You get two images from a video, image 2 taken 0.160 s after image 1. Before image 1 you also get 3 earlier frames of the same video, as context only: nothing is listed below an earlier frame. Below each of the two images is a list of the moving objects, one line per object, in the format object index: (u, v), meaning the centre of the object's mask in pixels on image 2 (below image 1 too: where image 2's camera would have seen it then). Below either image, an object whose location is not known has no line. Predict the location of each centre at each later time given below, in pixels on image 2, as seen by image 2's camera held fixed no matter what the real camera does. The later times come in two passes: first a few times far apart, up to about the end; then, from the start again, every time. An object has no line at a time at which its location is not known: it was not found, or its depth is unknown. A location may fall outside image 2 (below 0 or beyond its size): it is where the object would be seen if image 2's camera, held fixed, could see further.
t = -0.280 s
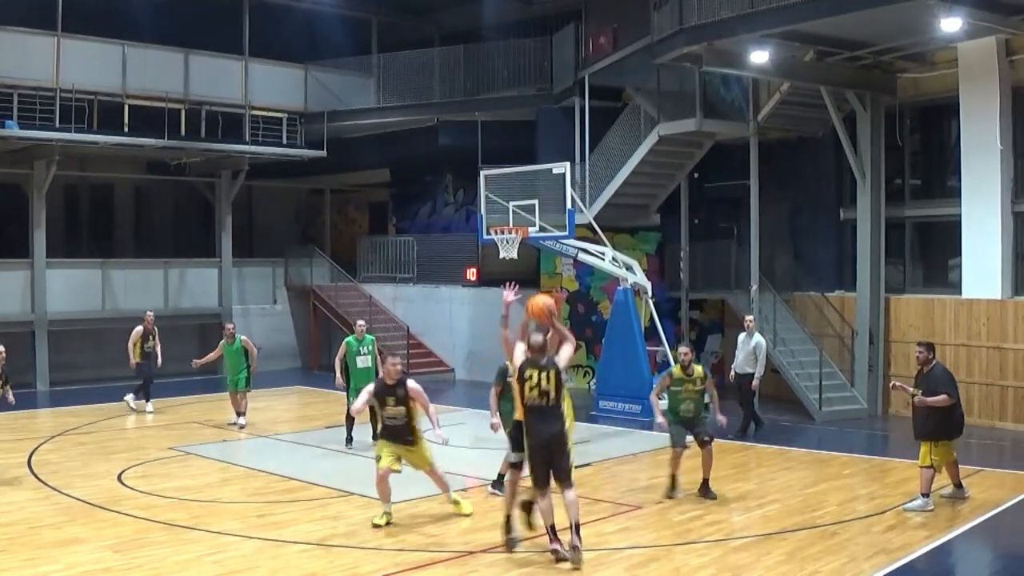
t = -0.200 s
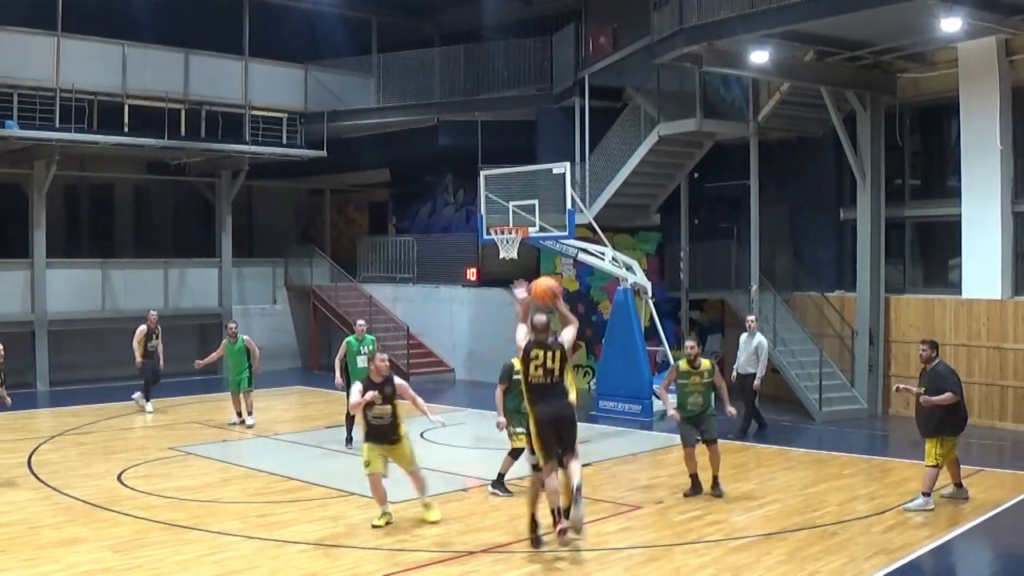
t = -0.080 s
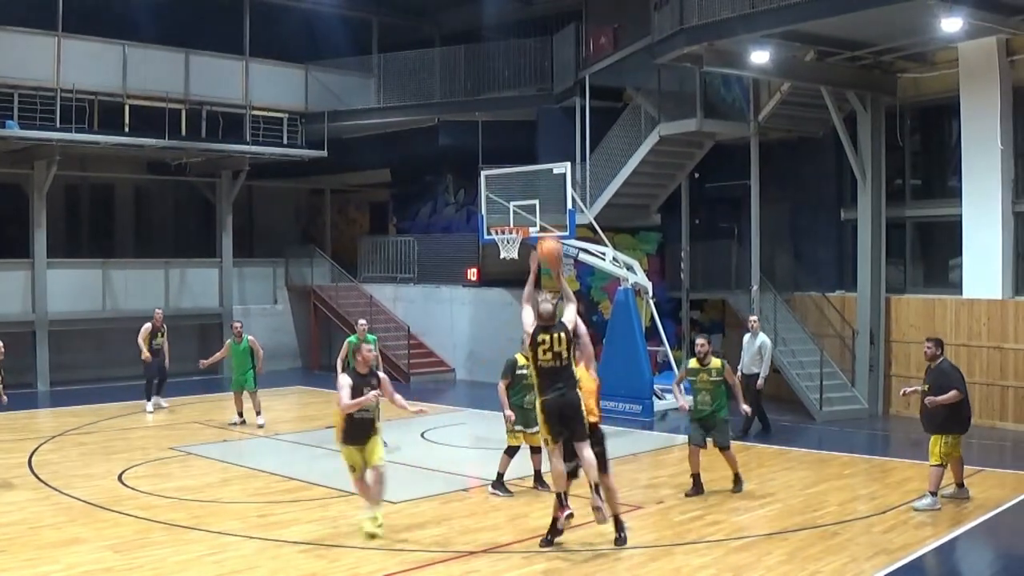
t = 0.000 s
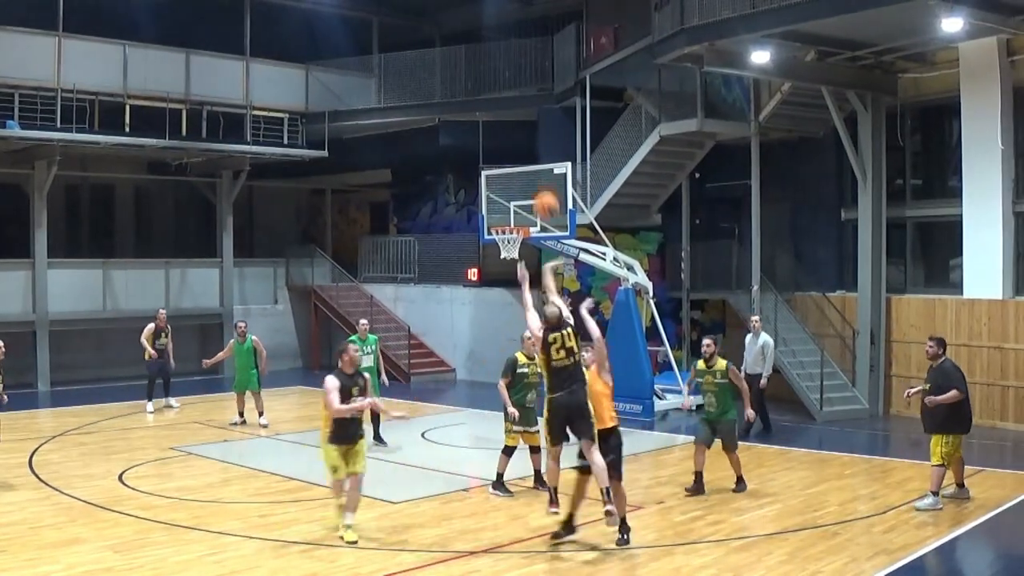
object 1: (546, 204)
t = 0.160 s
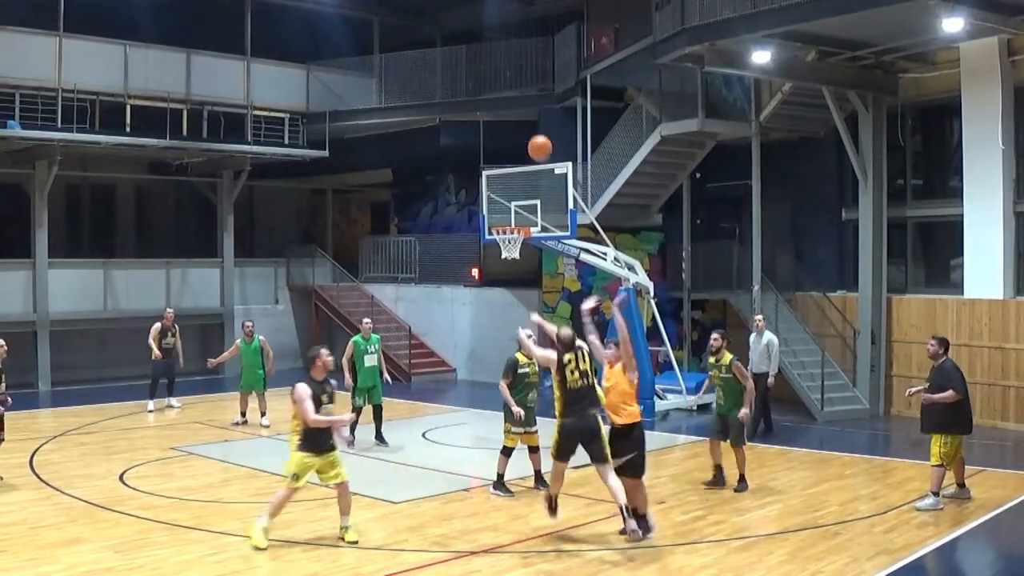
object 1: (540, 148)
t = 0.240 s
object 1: (537, 131)
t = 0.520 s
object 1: (530, 123)
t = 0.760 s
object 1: (526, 161)
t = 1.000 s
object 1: (523, 211)
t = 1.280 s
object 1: (486, 178)
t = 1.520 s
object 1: (454, 189)
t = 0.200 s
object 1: (538, 138)
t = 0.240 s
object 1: (537, 131)
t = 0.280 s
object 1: (536, 126)
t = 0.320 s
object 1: (534, 122)
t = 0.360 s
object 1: (533, 119)
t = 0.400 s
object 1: (532, 118)
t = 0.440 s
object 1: (531, 119)
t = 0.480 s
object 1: (530, 120)
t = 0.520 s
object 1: (530, 123)
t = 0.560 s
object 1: (529, 127)
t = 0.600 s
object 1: (529, 132)
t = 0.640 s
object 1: (528, 138)
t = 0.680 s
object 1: (527, 145)
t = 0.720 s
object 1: (527, 153)
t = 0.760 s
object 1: (526, 161)
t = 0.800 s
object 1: (526, 172)
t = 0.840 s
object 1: (525, 182)
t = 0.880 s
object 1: (524, 192)
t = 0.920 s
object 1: (525, 206)
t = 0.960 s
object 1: (524, 216)
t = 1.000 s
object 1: (523, 211)
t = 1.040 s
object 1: (519, 204)
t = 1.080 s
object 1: (513, 197)
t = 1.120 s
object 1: (508, 191)
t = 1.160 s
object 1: (502, 186)
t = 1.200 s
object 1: (497, 183)
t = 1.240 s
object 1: (491, 180)
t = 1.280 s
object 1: (486, 178)
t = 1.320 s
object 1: (481, 178)
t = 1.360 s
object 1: (475, 177)
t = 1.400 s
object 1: (470, 179)
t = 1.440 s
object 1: (465, 181)
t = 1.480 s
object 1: (459, 184)
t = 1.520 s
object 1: (454, 189)
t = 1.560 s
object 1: (449, 194)
